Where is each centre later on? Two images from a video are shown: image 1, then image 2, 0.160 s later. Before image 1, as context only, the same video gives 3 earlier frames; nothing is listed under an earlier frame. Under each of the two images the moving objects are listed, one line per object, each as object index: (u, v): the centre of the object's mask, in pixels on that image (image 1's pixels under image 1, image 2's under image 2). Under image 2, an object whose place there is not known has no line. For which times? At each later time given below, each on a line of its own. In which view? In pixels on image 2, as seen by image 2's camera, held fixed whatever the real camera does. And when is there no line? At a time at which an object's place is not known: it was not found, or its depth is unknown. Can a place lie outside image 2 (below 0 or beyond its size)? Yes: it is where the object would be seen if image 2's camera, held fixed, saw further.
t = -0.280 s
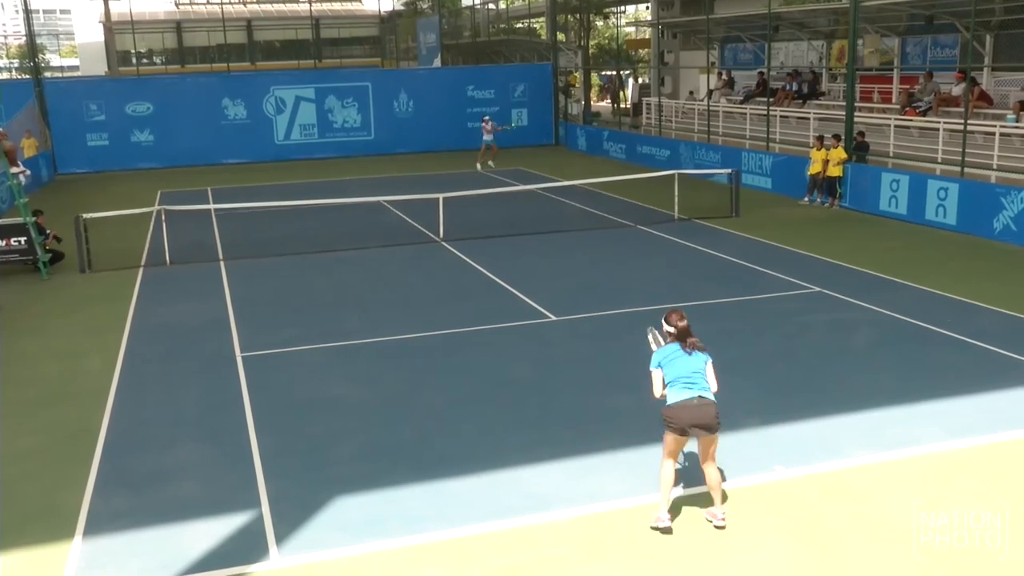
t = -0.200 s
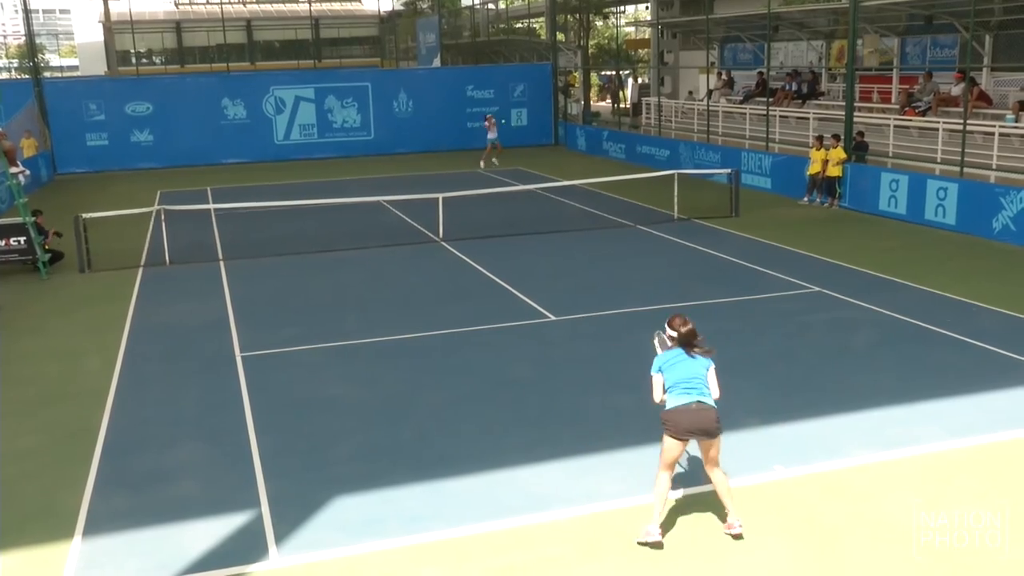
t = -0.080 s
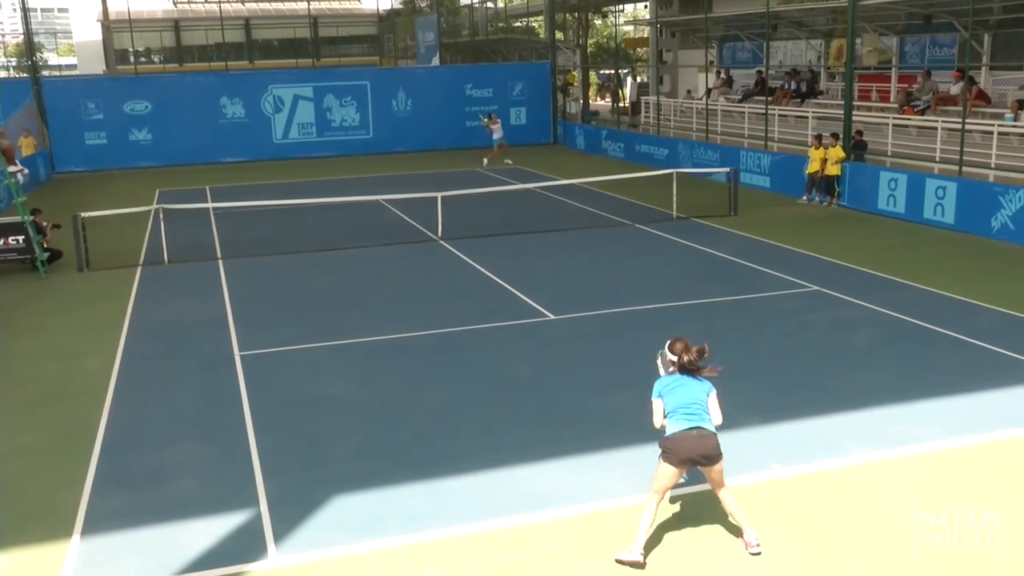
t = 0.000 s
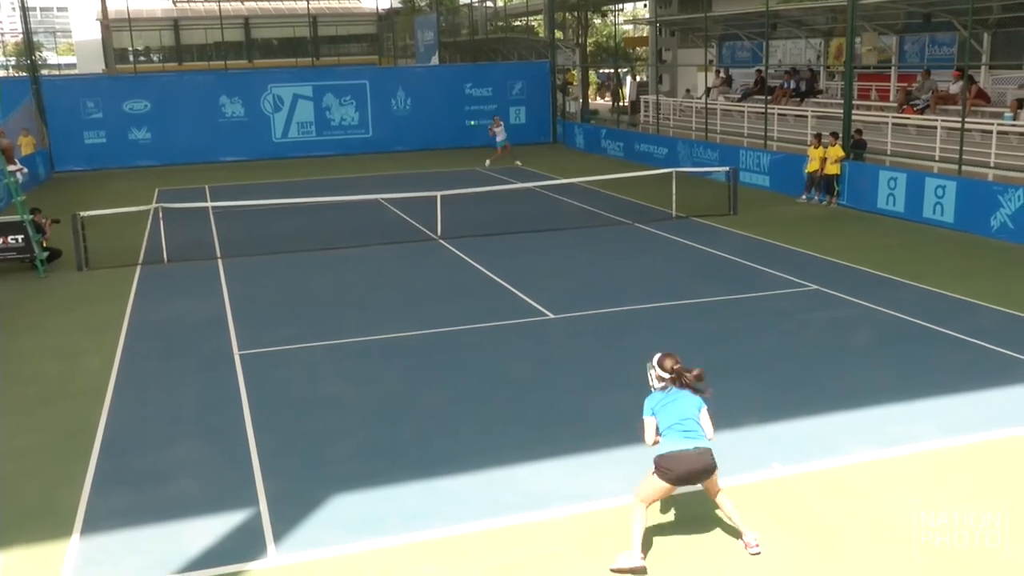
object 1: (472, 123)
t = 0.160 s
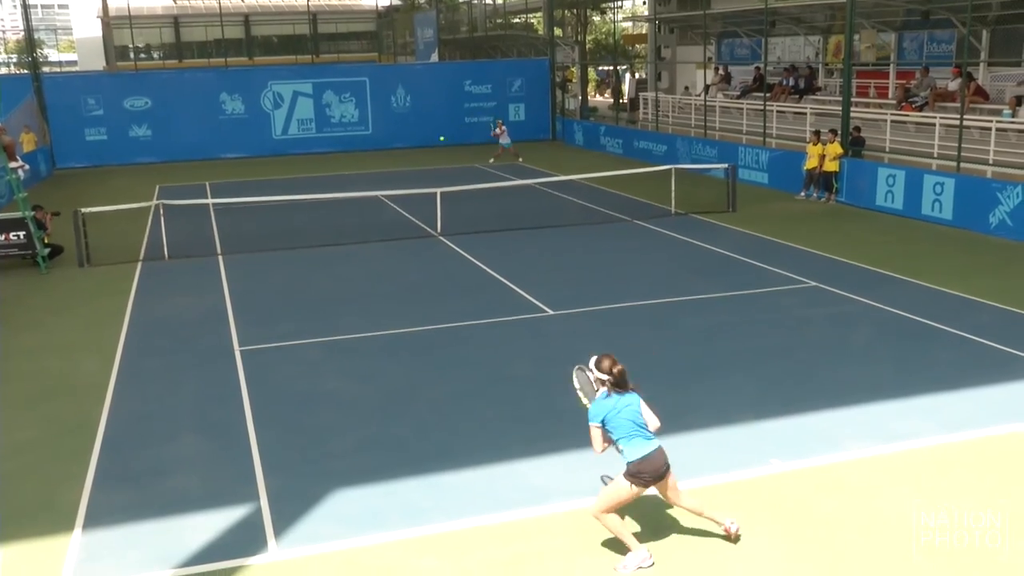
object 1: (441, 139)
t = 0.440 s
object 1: (365, 234)
